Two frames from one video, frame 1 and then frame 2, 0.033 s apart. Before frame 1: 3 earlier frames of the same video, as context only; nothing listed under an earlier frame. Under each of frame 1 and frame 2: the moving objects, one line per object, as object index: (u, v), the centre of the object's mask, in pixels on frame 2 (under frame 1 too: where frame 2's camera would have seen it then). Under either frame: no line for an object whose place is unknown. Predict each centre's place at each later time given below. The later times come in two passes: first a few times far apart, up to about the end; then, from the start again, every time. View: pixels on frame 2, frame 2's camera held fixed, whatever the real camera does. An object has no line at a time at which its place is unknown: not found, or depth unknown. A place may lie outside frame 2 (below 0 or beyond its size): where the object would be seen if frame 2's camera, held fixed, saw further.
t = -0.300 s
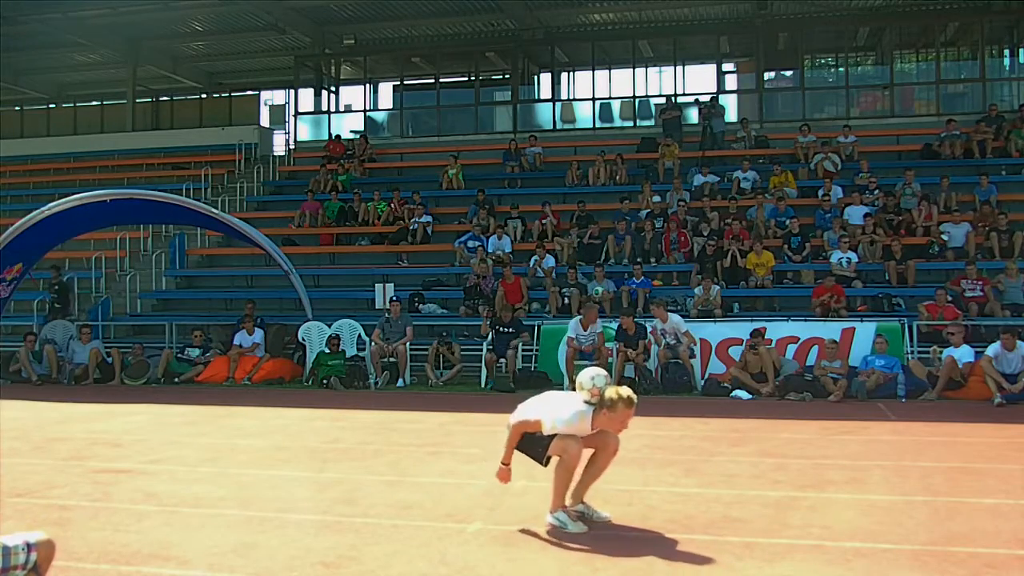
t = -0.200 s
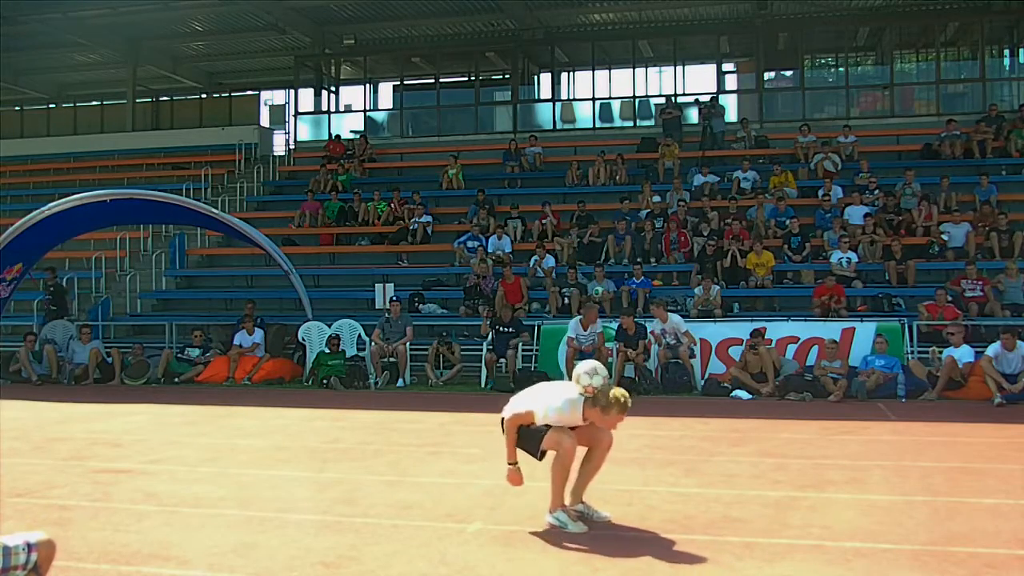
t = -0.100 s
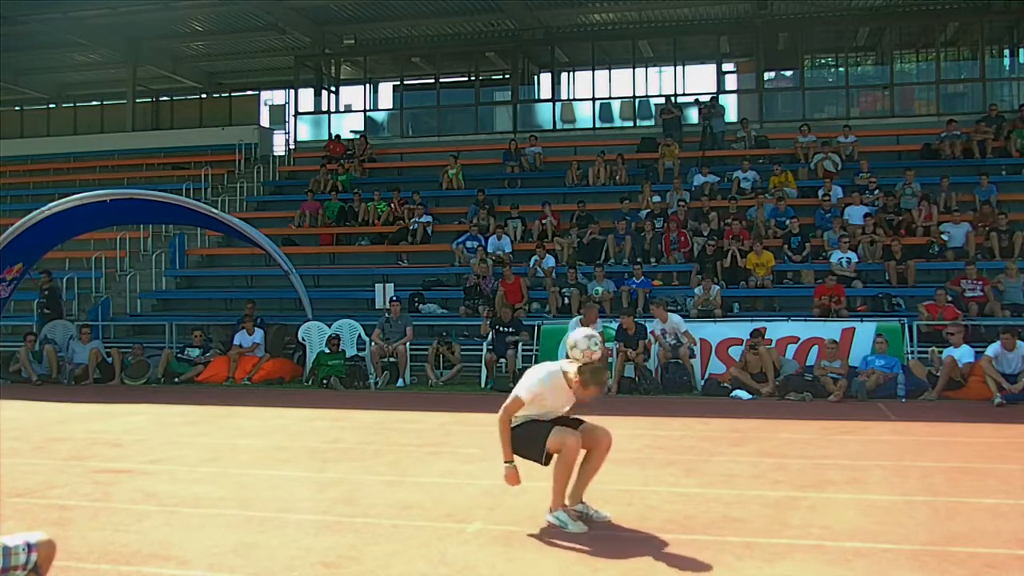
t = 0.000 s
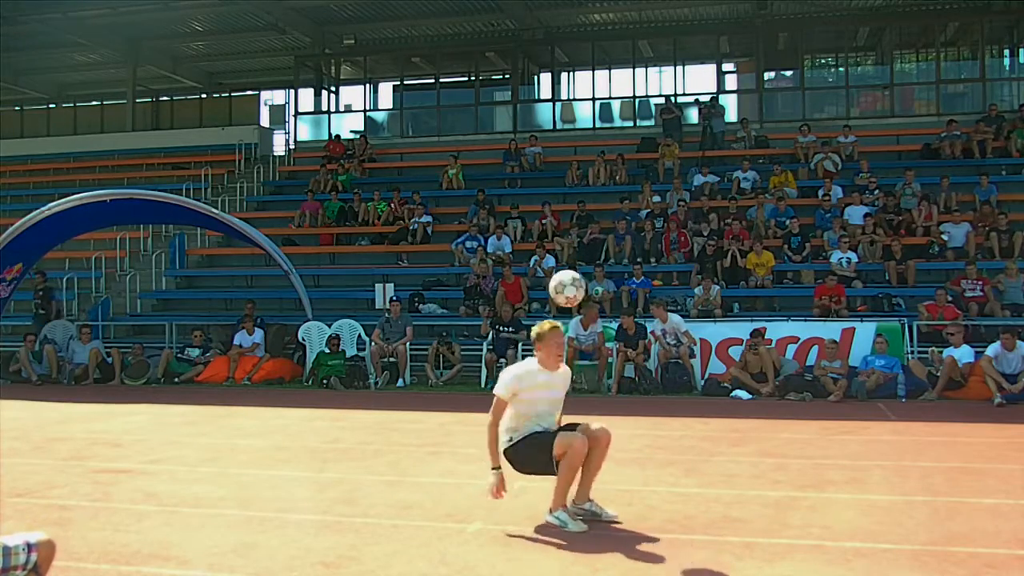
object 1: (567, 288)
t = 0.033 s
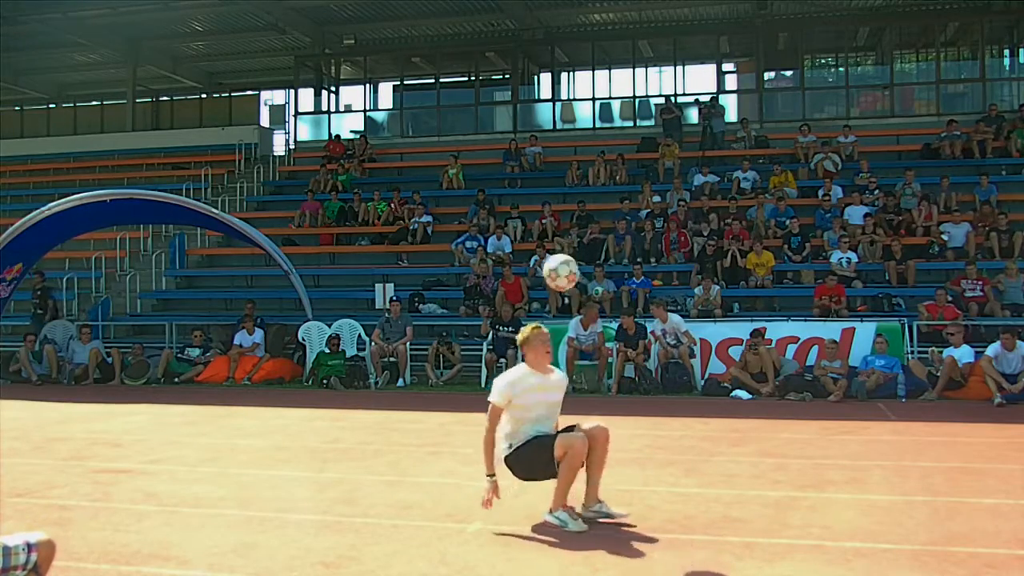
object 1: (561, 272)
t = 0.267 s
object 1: (521, 212)
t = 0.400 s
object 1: (499, 216)
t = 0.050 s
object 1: (558, 265)
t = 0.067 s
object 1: (555, 258)
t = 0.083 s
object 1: (552, 251)
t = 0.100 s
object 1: (549, 246)
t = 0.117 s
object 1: (546, 240)
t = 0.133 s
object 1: (543, 235)
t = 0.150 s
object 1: (541, 231)
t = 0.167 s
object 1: (538, 226)
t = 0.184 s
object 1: (535, 223)
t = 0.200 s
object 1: (532, 220)
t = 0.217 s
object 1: (529, 217)
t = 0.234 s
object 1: (526, 215)
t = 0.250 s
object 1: (523, 213)
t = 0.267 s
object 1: (521, 212)
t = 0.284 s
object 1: (518, 211)
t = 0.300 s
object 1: (515, 210)
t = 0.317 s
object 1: (512, 210)
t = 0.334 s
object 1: (510, 211)
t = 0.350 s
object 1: (507, 211)
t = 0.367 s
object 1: (505, 212)
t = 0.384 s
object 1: (502, 214)
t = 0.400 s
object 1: (499, 216)
